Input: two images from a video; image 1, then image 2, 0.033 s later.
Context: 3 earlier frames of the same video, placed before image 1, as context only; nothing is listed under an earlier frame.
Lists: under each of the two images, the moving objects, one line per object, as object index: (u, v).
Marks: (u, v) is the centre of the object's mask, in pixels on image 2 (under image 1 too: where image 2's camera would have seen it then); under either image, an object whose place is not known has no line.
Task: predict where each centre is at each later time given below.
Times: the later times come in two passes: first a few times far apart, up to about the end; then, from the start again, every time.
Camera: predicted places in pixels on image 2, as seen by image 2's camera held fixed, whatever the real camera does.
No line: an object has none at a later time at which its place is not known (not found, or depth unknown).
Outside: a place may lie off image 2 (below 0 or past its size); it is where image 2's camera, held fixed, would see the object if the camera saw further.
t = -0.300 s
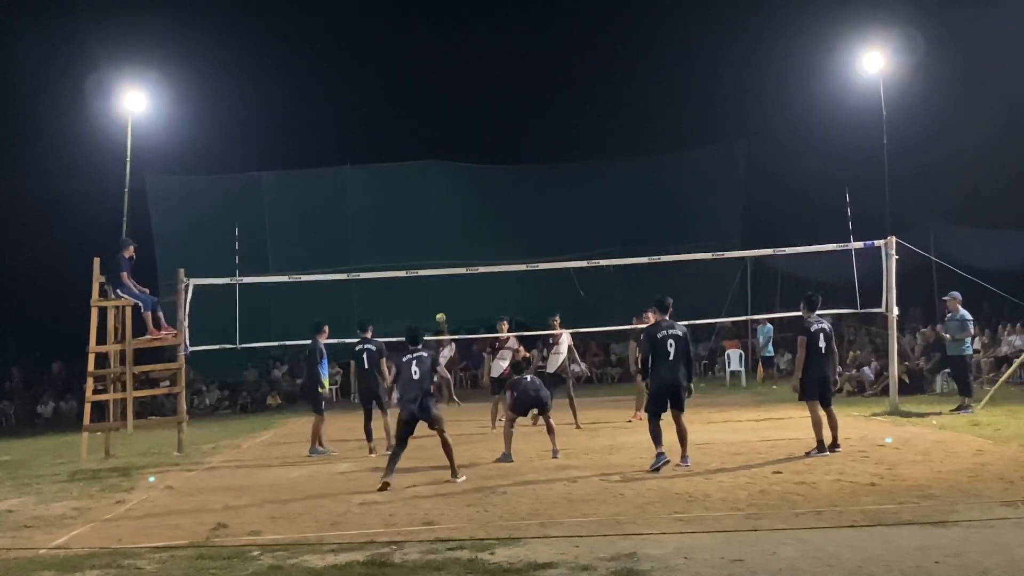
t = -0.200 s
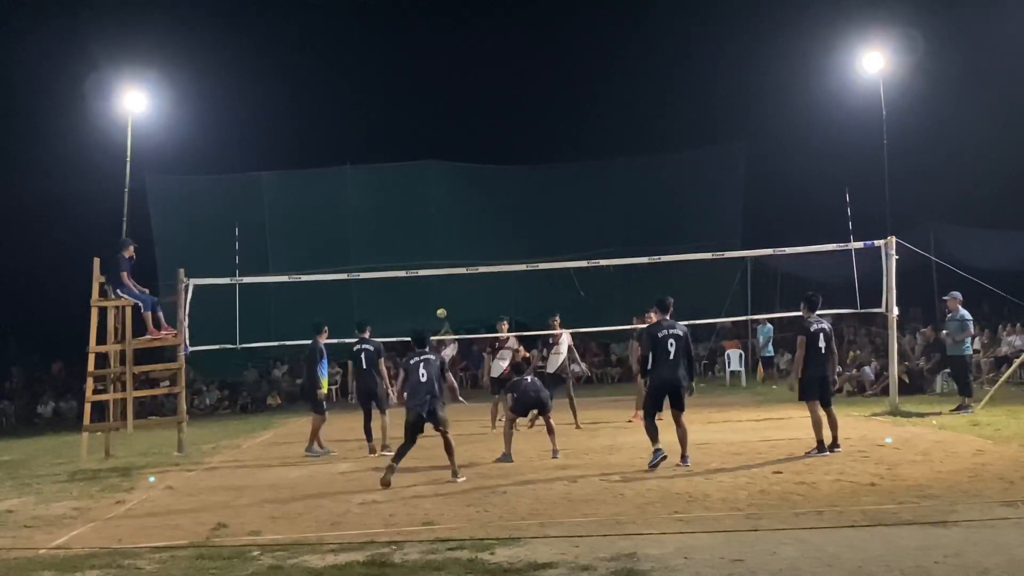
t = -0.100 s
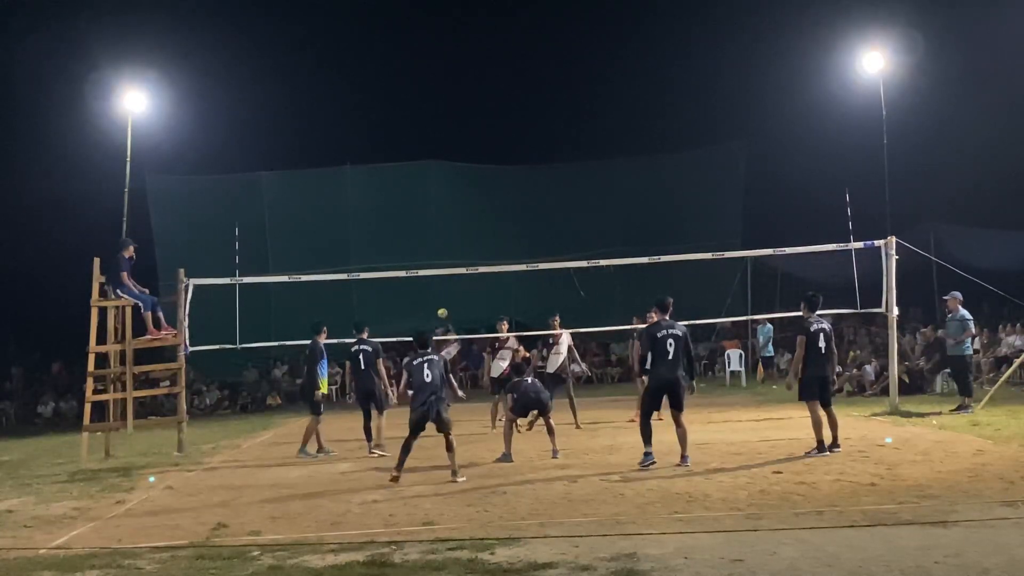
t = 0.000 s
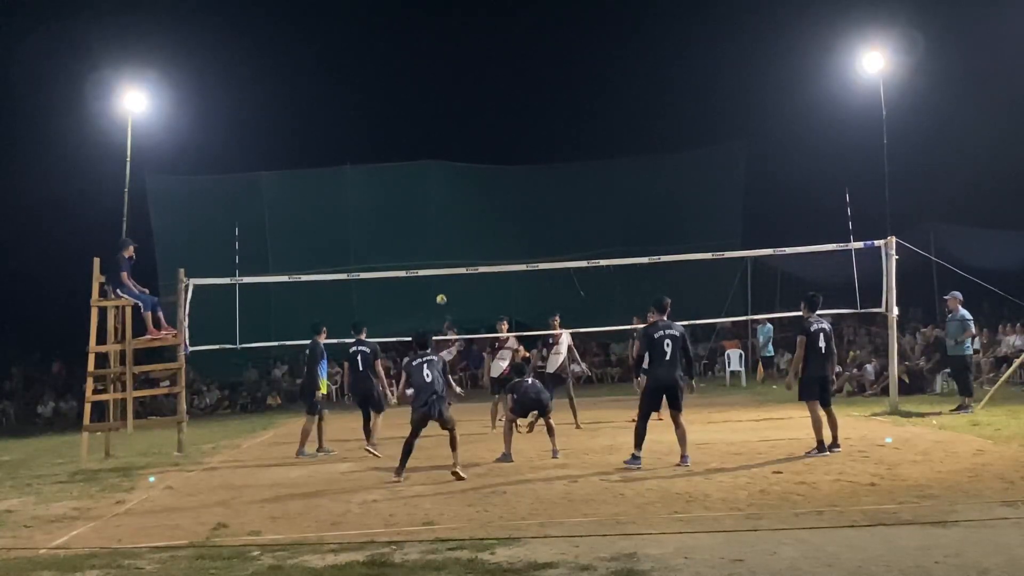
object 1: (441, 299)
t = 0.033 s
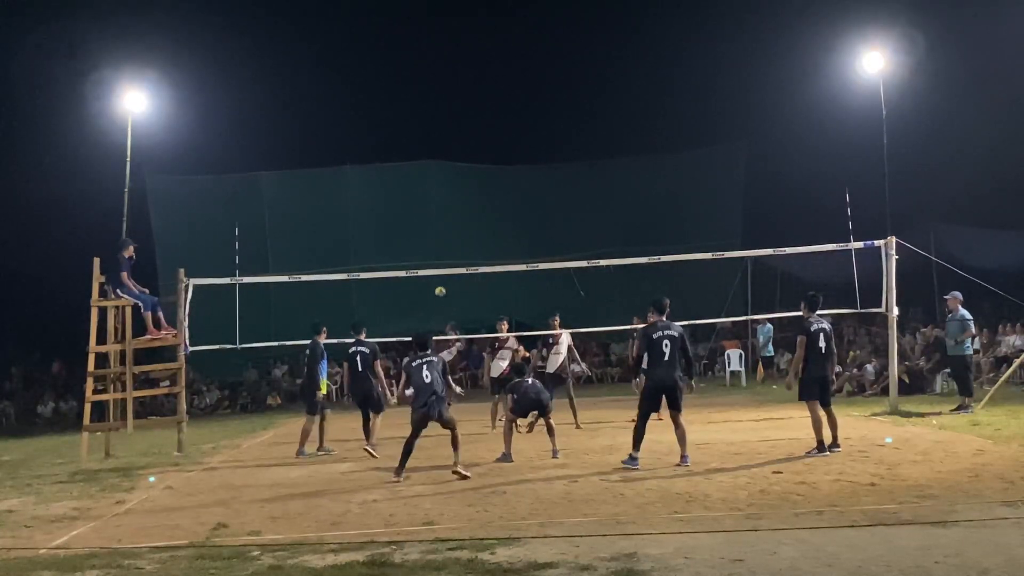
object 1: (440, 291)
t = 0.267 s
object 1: (434, 243)
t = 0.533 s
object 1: (429, 215)
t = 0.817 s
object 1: (418, 233)
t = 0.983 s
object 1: (408, 271)
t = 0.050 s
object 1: (440, 287)
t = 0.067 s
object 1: (439, 284)
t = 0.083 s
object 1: (439, 280)
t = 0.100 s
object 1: (439, 277)
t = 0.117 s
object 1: (439, 273)
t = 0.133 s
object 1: (437, 266)
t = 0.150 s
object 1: (437, 264)
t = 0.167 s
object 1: (437, 261)
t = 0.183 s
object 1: (436, 258)
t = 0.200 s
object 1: (436, 255)
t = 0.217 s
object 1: (436, 252)
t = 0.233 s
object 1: (435, 249)
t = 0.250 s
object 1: (435, 246)
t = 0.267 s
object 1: (434, 243)
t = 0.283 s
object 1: (434, 240)
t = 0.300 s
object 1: (433, 238)
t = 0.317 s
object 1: (433, 235)
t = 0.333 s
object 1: (433, 233)
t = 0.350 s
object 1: (432, 231)
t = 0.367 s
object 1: (432, 229)
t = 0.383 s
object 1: (432, 227)
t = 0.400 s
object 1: (432, 225)
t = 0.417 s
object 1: (431, 223)
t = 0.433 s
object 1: (431, 221)
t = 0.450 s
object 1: (431, 220)
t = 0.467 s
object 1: (430, 219)
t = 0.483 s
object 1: (430, 217)
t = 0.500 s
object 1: (430, 216)
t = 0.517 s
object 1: (430, 215)
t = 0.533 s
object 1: (429, 215)
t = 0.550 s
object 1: (429, 214)
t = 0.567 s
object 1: (428, 214)
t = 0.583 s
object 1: (428, 214)
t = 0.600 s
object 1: (427, 214)
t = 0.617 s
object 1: (427, 214)
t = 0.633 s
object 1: (426, 215)
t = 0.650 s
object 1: (426, 215)
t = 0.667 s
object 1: (425, 216)
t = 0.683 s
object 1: (424, 217)
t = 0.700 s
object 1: (424, 219)
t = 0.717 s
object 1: (423, 220)
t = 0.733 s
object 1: (422, 222)
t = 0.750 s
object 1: (422, 224)
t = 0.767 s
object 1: (421, 226)
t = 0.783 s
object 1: (420, 228)
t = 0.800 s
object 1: (419, 230)
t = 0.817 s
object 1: (418, 233)
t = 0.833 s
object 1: (417, 236)
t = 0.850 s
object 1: (416, 238)
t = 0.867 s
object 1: (416, 242)
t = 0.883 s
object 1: (415, 245)
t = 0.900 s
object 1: (414, 249)
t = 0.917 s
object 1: (413, 252)
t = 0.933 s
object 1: (411, 257)
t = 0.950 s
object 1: (410, 261)
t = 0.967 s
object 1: (409, 265)
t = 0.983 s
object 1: (408, 271)
